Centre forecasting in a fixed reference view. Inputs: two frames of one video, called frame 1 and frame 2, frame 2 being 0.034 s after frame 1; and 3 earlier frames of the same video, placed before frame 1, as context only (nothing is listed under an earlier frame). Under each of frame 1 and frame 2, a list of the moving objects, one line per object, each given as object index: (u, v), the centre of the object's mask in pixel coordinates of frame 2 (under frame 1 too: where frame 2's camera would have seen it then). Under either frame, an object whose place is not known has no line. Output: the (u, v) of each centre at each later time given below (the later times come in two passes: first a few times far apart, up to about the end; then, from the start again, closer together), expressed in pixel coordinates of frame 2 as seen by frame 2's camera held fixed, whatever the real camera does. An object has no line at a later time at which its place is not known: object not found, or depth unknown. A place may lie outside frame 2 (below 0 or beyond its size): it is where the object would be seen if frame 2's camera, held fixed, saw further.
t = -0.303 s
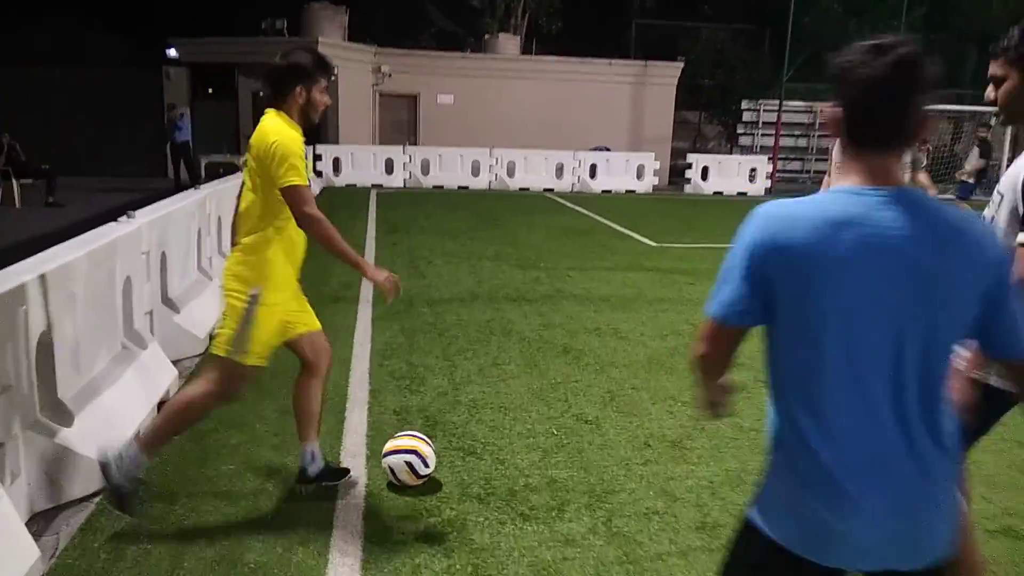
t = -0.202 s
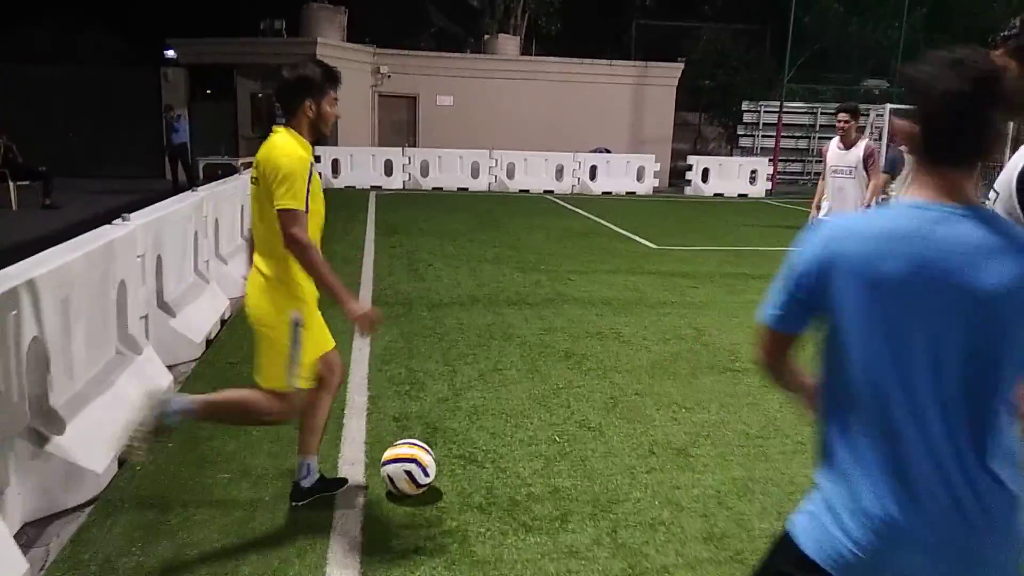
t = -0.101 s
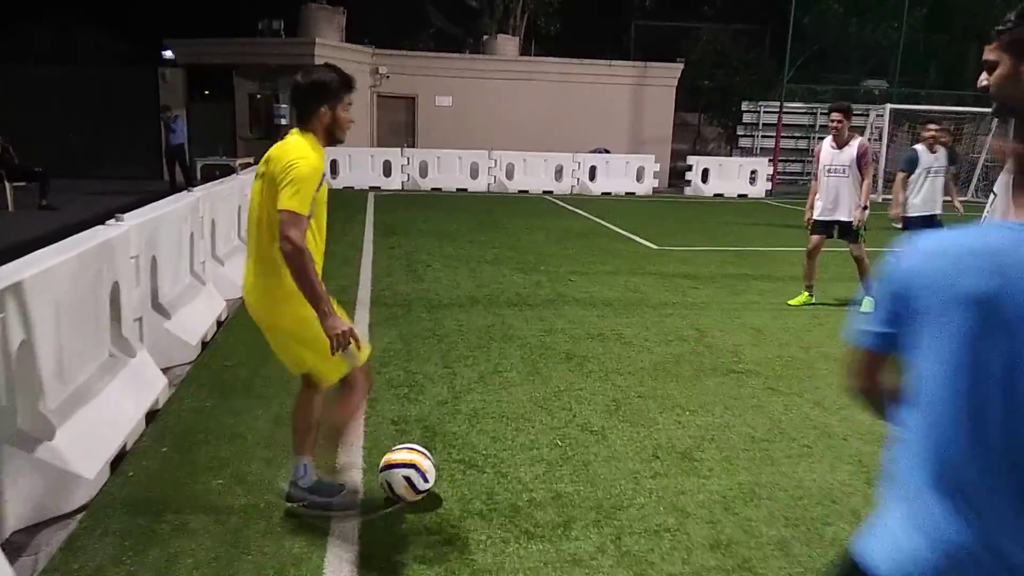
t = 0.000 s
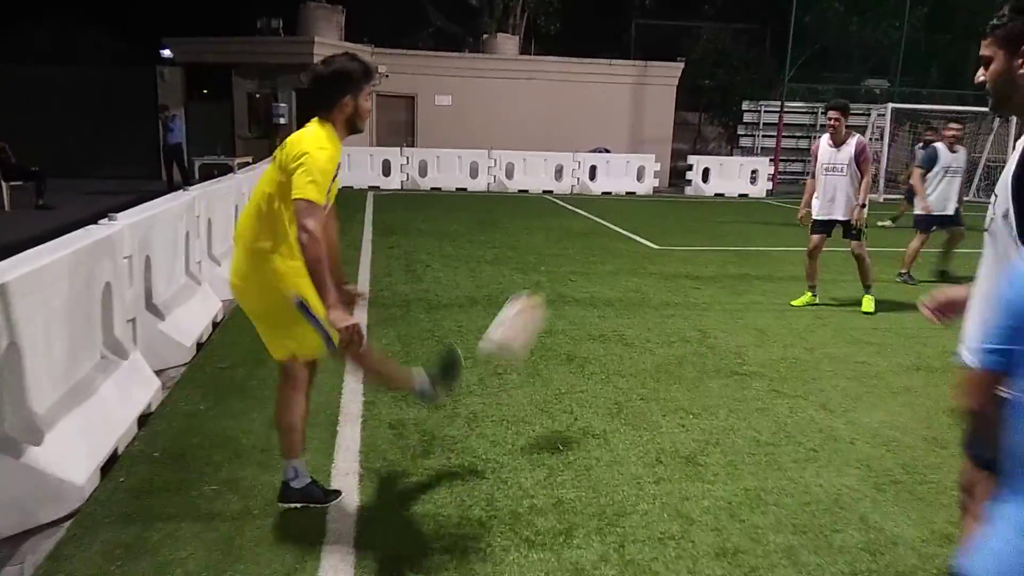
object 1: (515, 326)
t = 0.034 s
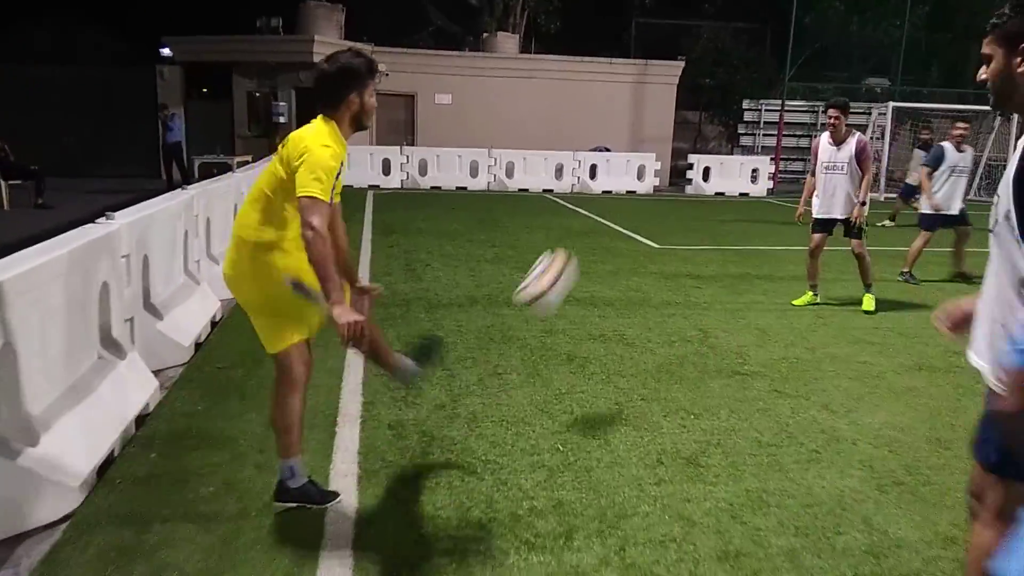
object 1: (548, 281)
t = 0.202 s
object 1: (663, 138)
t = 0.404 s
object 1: (737, 74)
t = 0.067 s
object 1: (575, 244)
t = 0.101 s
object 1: (600, 210)
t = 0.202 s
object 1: (663, 138)
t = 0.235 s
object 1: (679, 120)
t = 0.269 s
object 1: (693, 106)
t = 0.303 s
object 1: (707, 95)
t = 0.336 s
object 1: (718, 86)
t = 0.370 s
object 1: (728, 80)
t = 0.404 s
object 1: (737, 74)
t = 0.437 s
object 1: (745, 71)
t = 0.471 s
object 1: (752, 68)
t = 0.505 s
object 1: (759, 66)
